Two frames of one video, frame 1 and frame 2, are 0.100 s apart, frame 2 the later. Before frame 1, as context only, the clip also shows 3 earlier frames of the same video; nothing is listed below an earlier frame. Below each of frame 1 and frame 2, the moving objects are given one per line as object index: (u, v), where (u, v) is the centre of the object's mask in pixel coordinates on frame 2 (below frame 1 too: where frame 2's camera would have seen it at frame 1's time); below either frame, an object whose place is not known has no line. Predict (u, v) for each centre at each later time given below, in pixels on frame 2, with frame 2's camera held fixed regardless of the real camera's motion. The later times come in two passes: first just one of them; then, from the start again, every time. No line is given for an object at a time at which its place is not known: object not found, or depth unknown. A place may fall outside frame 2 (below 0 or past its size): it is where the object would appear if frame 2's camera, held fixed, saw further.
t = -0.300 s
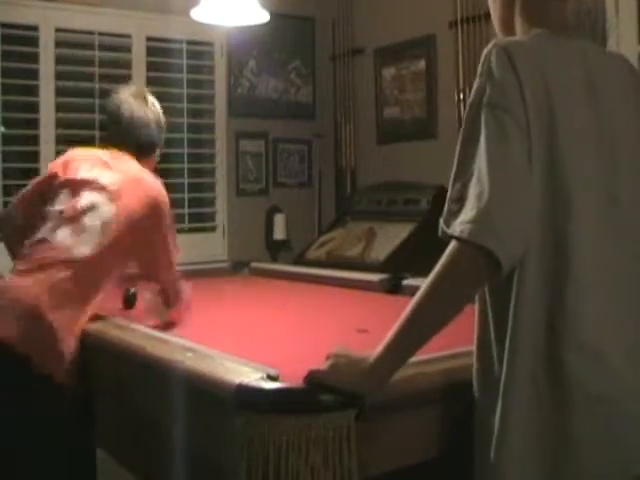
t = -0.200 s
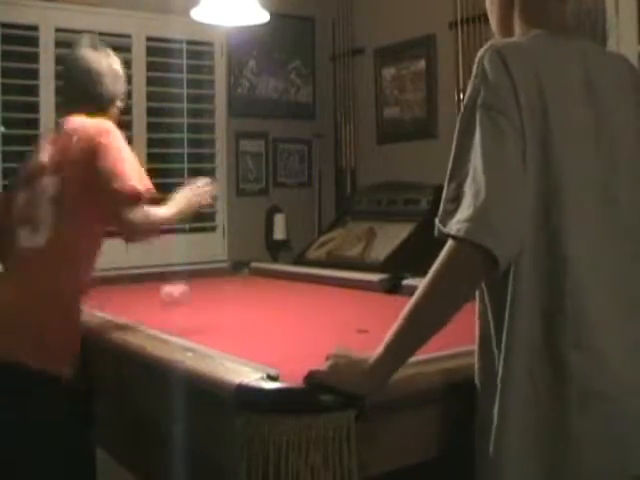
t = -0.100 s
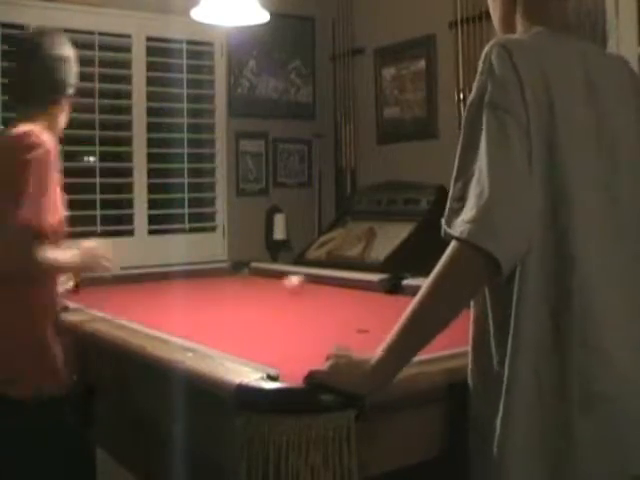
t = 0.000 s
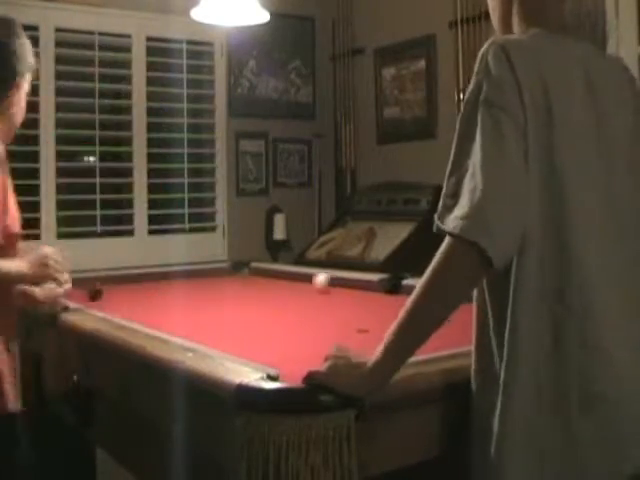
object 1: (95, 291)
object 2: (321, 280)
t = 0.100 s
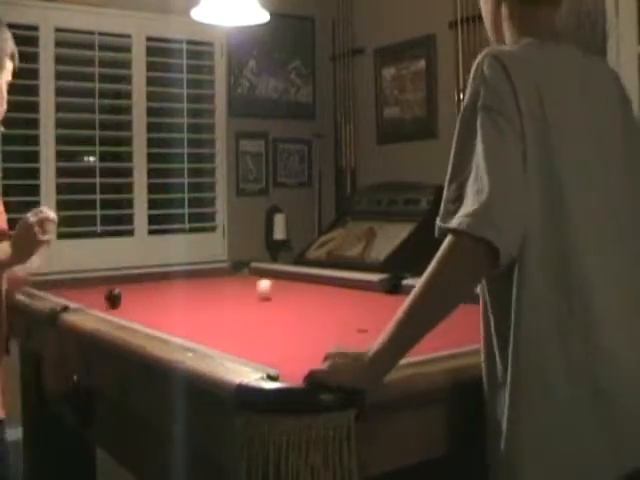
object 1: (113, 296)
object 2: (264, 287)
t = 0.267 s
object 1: (152, 308)
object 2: (184, 296)
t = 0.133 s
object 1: (120, 298)
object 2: (248, 289)
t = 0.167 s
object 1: (128, 299)
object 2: (233, 291)
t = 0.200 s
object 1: (135, 303)
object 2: (217, 293)
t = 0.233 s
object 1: (144, 305)
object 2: (200, 294)
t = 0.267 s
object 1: (152, 308)
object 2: (184, 296)
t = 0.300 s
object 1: (161, 313)
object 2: (167, 295)
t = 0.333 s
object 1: (170, 316)
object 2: (150, 299)
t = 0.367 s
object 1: (181, 319)
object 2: (132, 301)
